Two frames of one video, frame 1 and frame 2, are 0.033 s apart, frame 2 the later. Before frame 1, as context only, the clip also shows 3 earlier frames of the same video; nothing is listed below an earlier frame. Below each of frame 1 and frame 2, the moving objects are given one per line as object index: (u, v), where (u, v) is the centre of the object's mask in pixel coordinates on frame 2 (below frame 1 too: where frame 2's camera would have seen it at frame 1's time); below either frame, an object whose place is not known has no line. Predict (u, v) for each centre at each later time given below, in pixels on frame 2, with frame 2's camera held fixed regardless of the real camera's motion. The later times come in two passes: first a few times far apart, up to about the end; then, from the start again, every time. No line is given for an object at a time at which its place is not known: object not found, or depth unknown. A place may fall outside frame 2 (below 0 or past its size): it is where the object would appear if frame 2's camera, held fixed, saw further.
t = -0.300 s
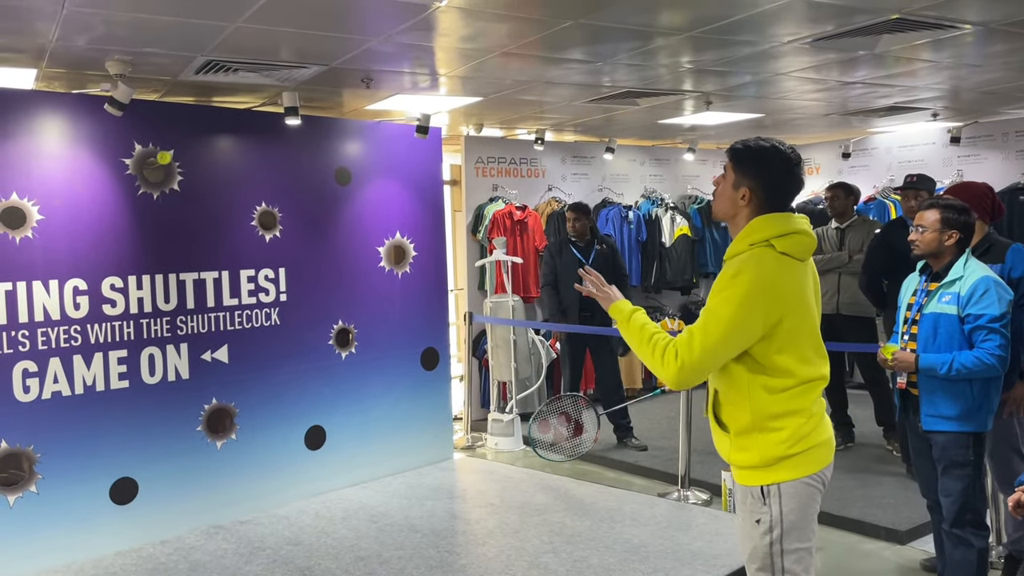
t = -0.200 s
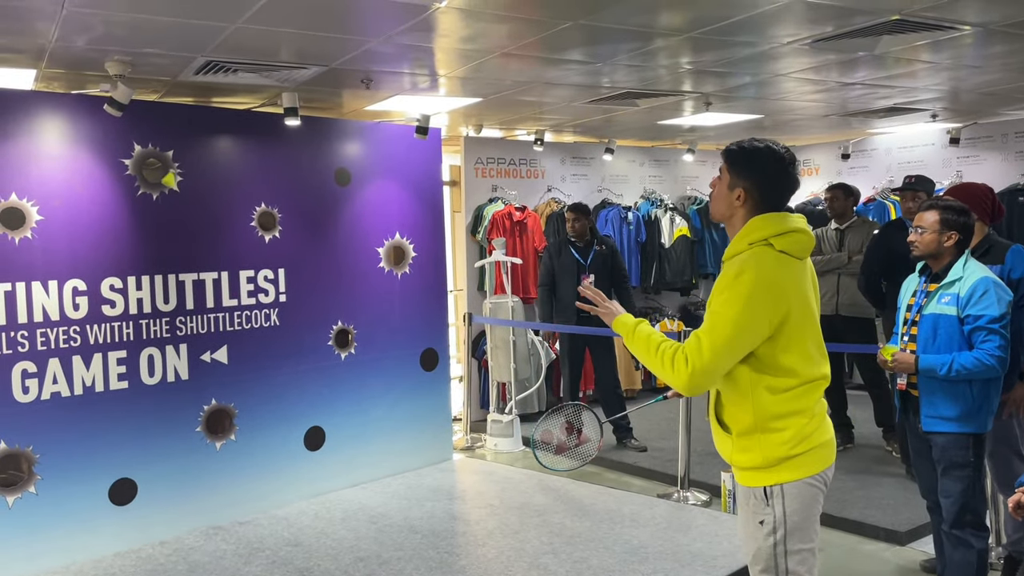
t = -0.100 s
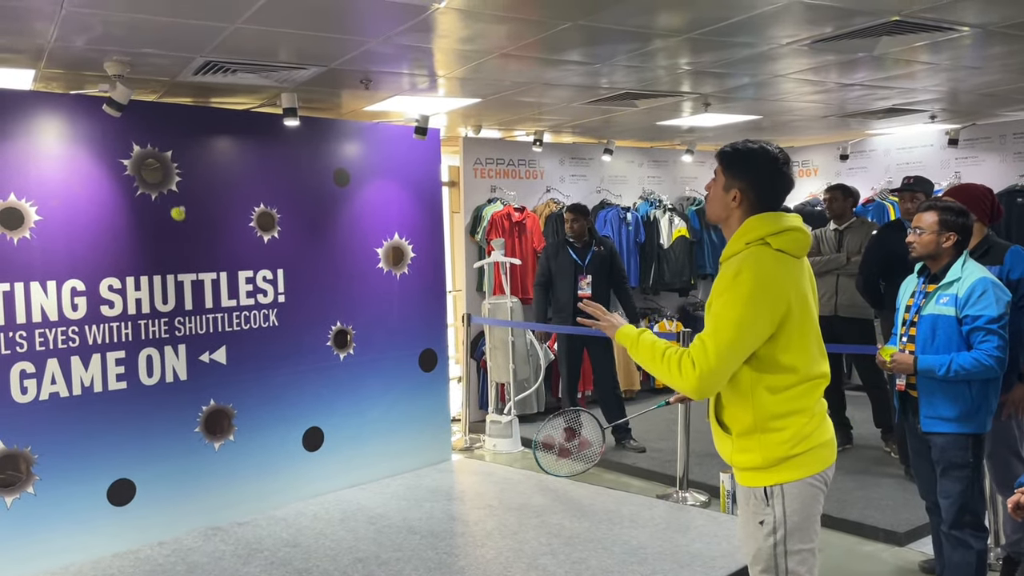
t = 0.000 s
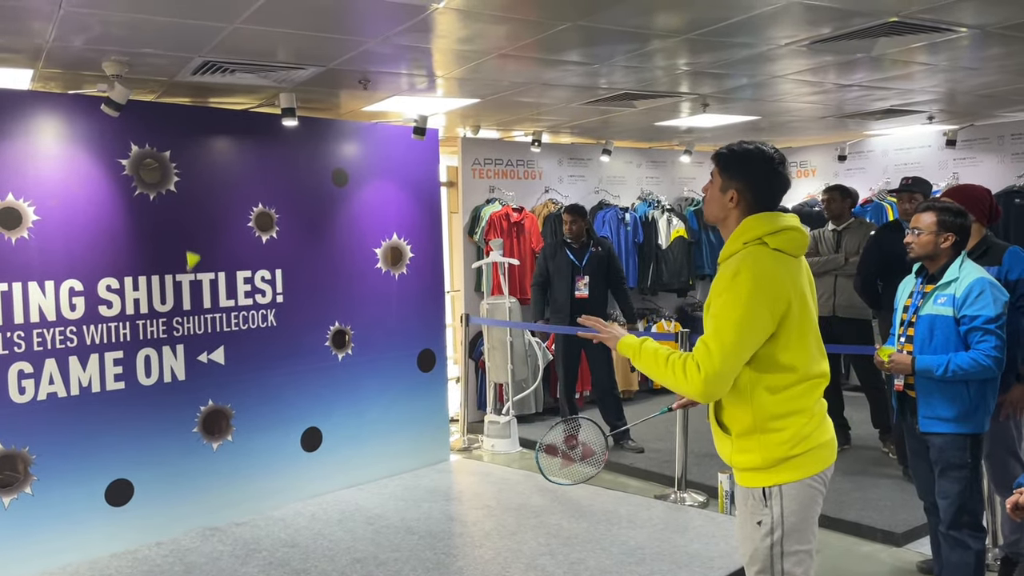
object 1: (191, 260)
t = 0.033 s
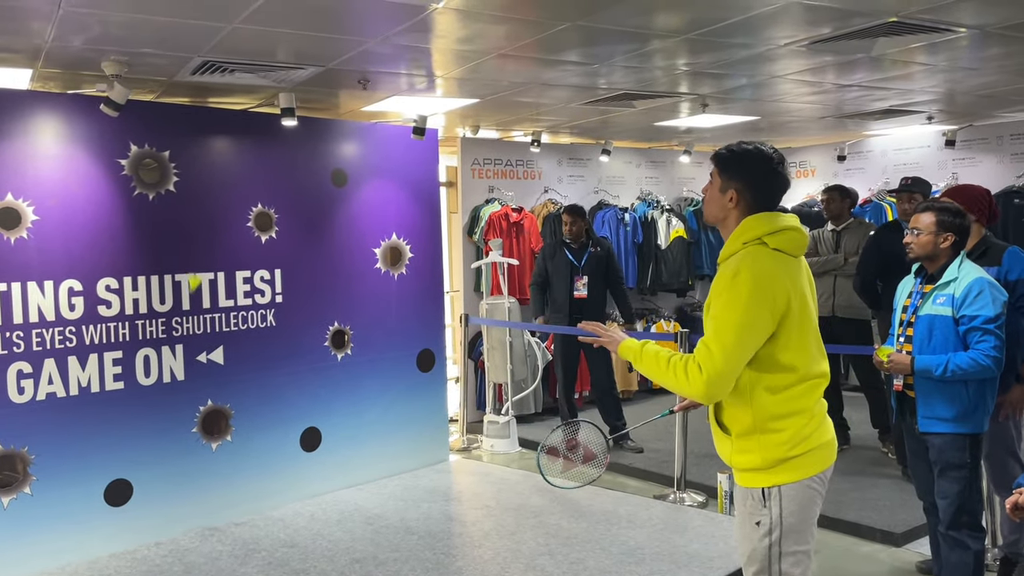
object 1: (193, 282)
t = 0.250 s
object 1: (212, 464)
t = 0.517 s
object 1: (234, 519)
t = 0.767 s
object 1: (254, 550)
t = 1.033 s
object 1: (277, 551)
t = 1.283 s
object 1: (272, 556)
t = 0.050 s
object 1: (195, 292)
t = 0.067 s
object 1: (196, 304)
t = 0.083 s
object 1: (197, 317)
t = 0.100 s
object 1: (198, 330)
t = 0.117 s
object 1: (199, 342)
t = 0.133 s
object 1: (200, 357)
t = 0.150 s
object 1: (201, 372)
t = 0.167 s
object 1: (203, 387)
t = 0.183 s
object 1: (204, 402)
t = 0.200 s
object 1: (206, 416)
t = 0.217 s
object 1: (208, 431)
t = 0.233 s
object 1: (210, 447)
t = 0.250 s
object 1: (212, 464)
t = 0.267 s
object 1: (215, 479)
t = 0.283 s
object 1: (216, 496)
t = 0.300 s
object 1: (219, 514)
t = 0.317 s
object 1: (221, 531)
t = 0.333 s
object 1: (222, 548)
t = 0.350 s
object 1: (224, 553)
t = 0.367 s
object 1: (227, 546)
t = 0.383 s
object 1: (229, 540)
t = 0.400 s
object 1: (230, 535)
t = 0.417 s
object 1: (232, 531)
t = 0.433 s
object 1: (234, 527)
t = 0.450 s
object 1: (235, 525)
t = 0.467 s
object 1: (235, 523)
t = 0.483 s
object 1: (235, 522)
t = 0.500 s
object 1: (235, 521)
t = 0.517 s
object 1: (234, 519)
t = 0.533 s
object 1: (233, 519)
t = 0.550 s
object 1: (233, 517)
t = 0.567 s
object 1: (233, 517)
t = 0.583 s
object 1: (233, 516)
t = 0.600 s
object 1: (233, 516)
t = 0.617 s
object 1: (234, 516)
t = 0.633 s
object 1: (235, 517)
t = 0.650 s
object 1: (237, 518)
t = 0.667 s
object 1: (239, 520)
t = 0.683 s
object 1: (241, 523)
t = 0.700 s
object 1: (244, 526)
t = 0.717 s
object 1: (246, 532)
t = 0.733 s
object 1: (250, 537)
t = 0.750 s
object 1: (252, 543)
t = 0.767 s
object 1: (254, 550)
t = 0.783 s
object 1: (256, 555)
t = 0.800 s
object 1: (260, 555)
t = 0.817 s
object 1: (262, 555)
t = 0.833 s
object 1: (264, 553)
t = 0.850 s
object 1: (265, 551)
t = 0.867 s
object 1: (267, 550)
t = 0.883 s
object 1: (269, 549)
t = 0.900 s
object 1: (271, 548)
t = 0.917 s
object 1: (273, 549)
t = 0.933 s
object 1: (275, 549)
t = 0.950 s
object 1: (276, 550)
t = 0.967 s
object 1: (278, 552)
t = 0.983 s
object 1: (278, 551)
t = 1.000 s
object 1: (278, 551)
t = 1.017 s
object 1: (278, 551)
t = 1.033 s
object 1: (277, 551)
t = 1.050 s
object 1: (277, 551)
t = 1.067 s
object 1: (277, 552)
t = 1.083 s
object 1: (277, 554)
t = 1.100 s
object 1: (276, 555)
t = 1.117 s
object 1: (274, 555)
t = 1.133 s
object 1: (274, 555)
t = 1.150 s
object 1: (274, 555)
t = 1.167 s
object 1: (273, 555)
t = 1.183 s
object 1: (272, 555)
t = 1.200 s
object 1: (272, 555)
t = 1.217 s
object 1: (272, 556)
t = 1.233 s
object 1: (272, 555)
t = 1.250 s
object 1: (272, 556)
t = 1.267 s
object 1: (272, 556)
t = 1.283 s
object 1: (272, 556)
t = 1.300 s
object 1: (272, 556)
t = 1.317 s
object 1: (272, 556)
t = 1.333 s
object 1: (272, 556)
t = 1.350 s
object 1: (272, 555)
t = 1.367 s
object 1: (272, 555)
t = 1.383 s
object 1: (272, 555)
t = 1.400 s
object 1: (272, 555)
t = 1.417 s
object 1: (272, 555)
